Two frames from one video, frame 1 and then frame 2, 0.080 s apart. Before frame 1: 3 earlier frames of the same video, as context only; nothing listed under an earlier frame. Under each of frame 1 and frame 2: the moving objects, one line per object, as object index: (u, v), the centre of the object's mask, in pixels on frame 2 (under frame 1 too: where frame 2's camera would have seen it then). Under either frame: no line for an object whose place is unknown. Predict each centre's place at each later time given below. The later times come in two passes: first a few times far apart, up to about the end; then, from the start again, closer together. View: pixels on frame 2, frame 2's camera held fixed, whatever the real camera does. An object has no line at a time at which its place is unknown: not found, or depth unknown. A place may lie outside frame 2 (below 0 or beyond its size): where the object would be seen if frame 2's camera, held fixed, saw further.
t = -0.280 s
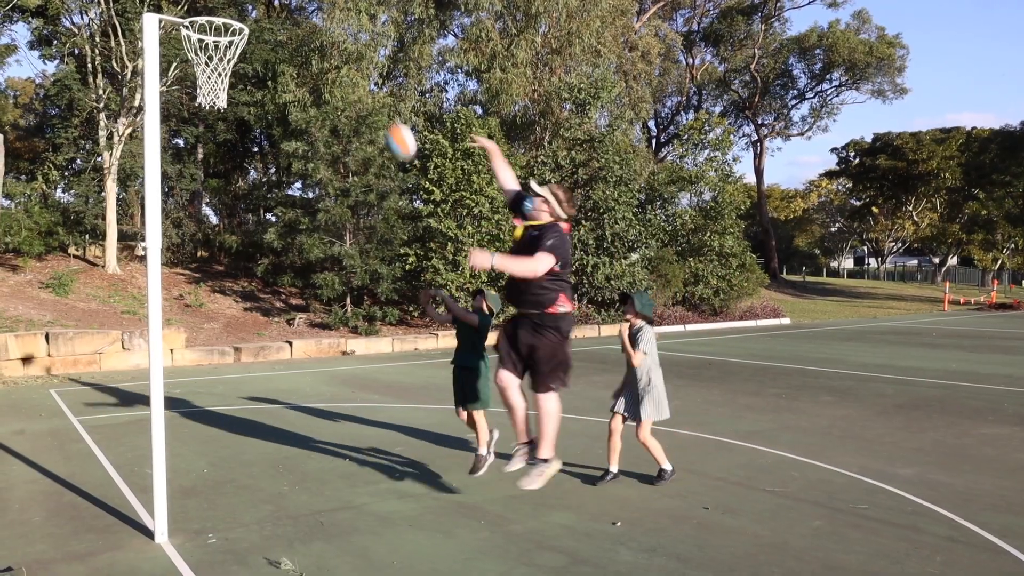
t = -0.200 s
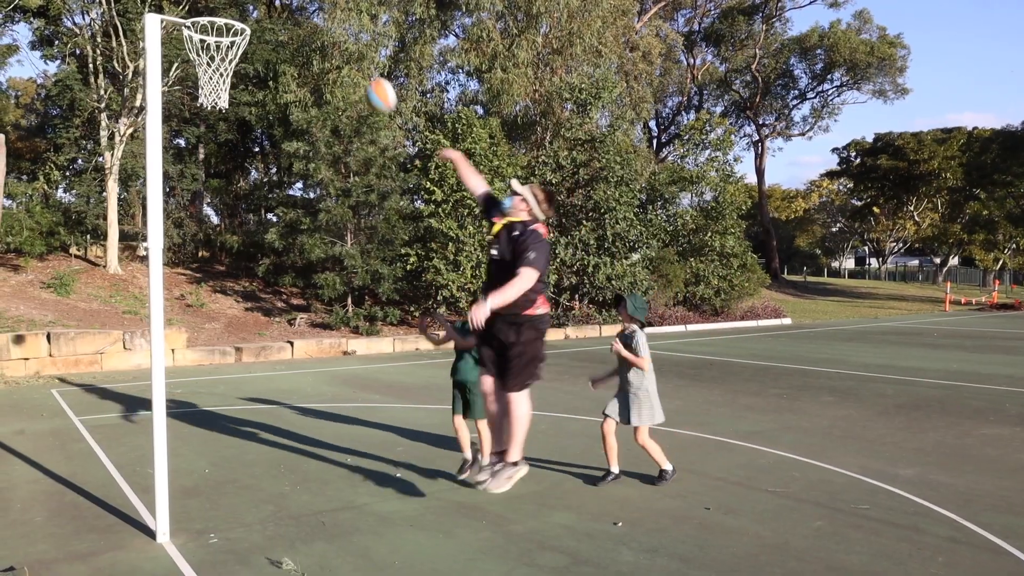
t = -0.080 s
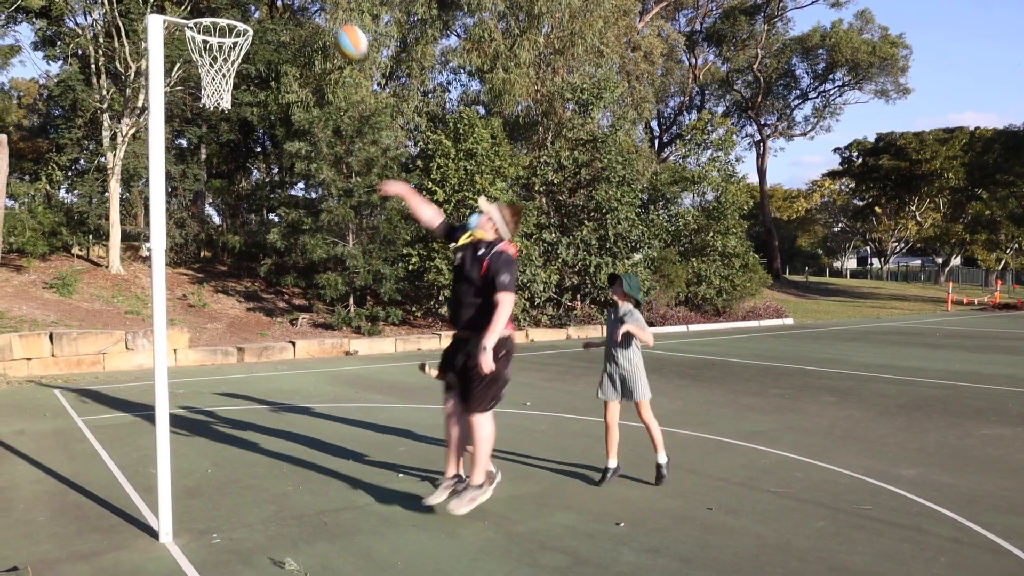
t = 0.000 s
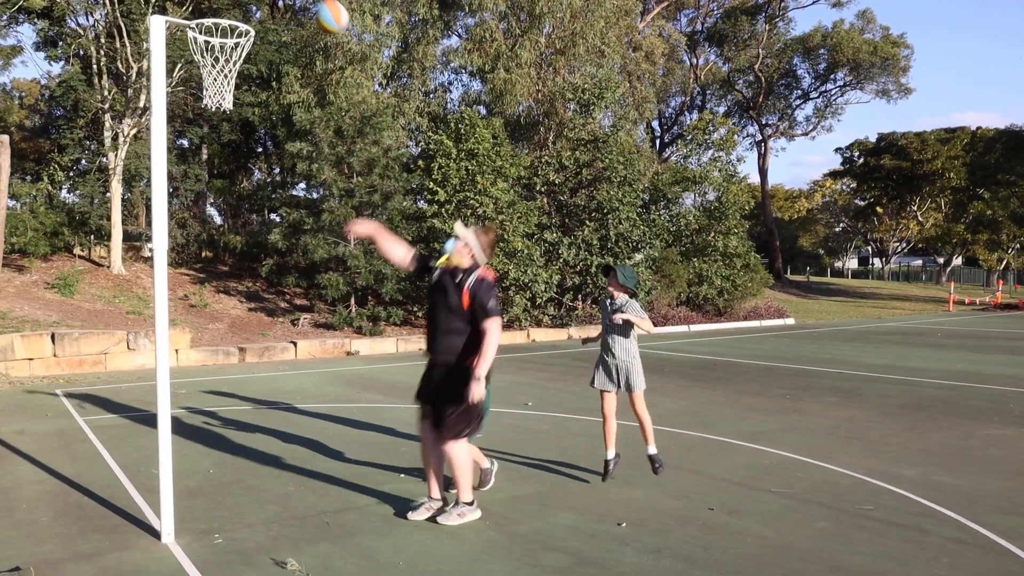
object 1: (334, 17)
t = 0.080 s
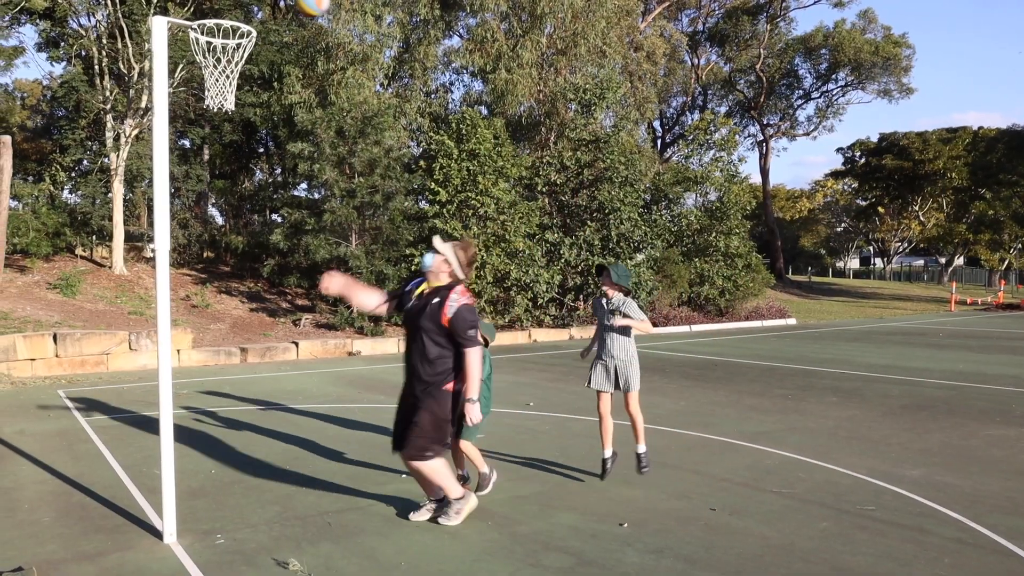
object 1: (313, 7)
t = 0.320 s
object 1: (246, 7)
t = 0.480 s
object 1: (201, 51)
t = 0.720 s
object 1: (195, 119)
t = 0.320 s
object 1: (246, 7)
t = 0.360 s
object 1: (235, 10)
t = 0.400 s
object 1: (223, 23)
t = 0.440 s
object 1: (211, 38)
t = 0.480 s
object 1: (201, 51)
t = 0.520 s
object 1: (195, 61)
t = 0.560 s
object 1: (194, 71)
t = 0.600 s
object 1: (194, 79)
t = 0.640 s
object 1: (194, 90)
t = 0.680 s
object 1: (195, 105)
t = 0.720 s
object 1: (195, 119)
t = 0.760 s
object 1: (196, 138)
